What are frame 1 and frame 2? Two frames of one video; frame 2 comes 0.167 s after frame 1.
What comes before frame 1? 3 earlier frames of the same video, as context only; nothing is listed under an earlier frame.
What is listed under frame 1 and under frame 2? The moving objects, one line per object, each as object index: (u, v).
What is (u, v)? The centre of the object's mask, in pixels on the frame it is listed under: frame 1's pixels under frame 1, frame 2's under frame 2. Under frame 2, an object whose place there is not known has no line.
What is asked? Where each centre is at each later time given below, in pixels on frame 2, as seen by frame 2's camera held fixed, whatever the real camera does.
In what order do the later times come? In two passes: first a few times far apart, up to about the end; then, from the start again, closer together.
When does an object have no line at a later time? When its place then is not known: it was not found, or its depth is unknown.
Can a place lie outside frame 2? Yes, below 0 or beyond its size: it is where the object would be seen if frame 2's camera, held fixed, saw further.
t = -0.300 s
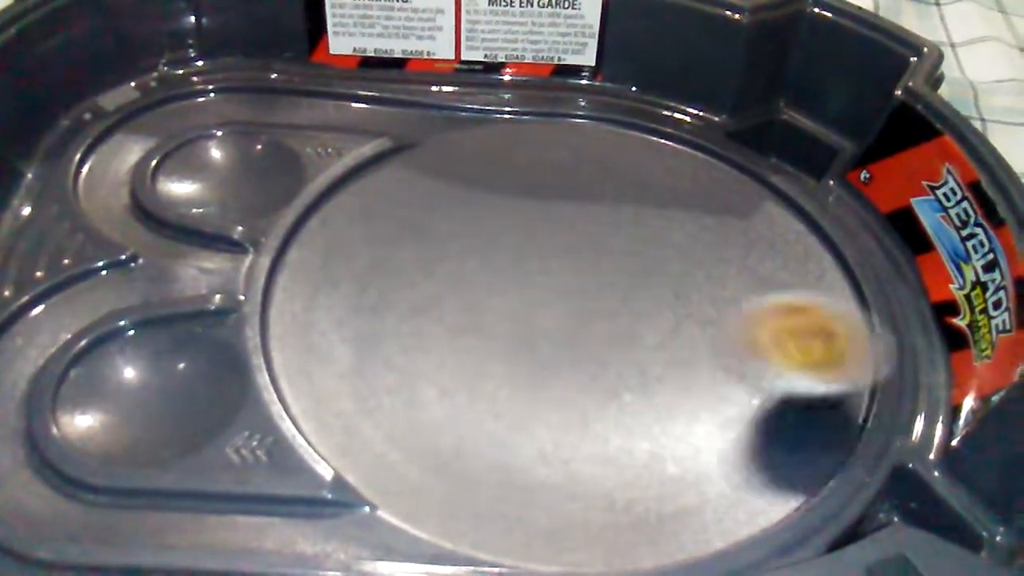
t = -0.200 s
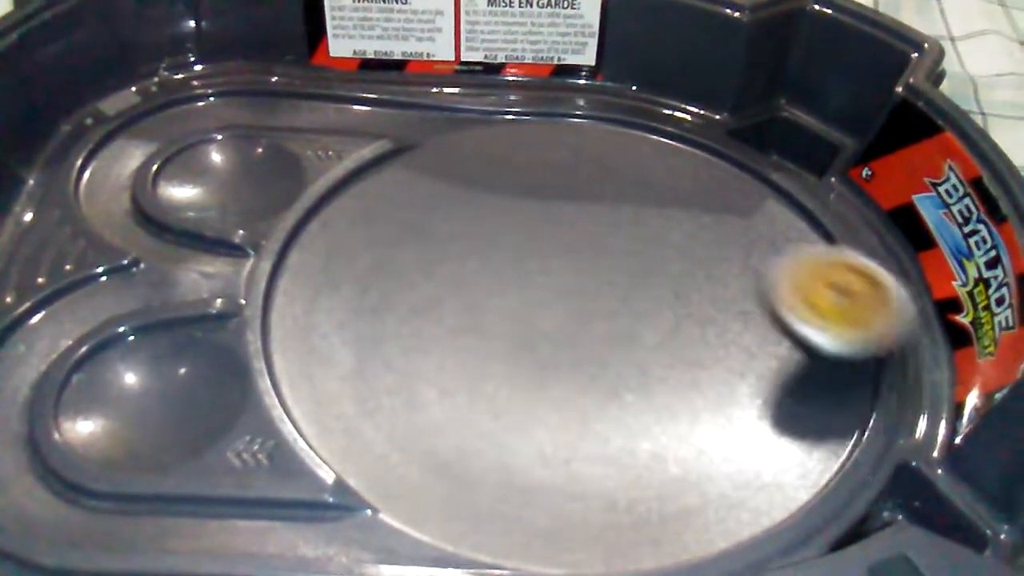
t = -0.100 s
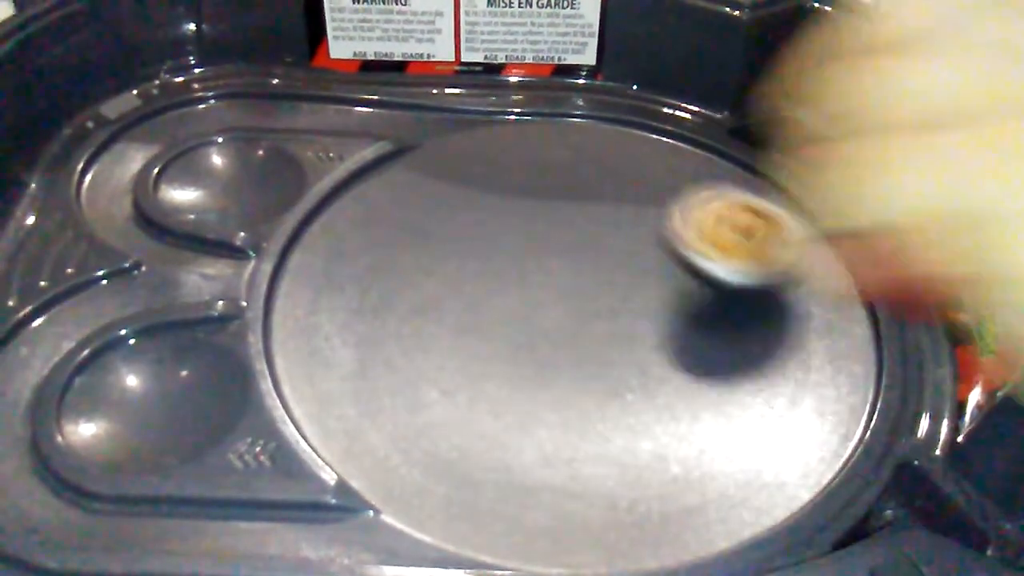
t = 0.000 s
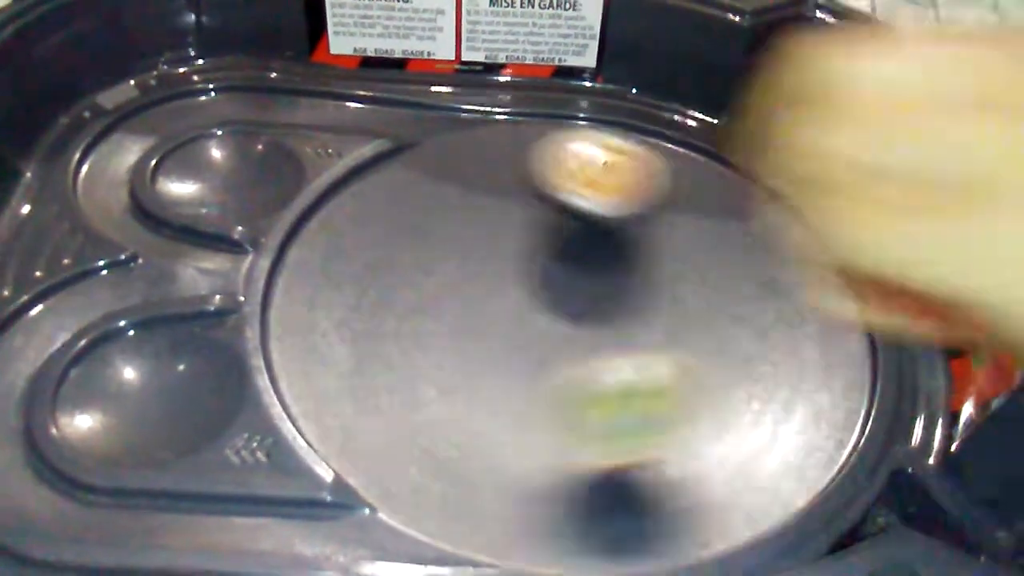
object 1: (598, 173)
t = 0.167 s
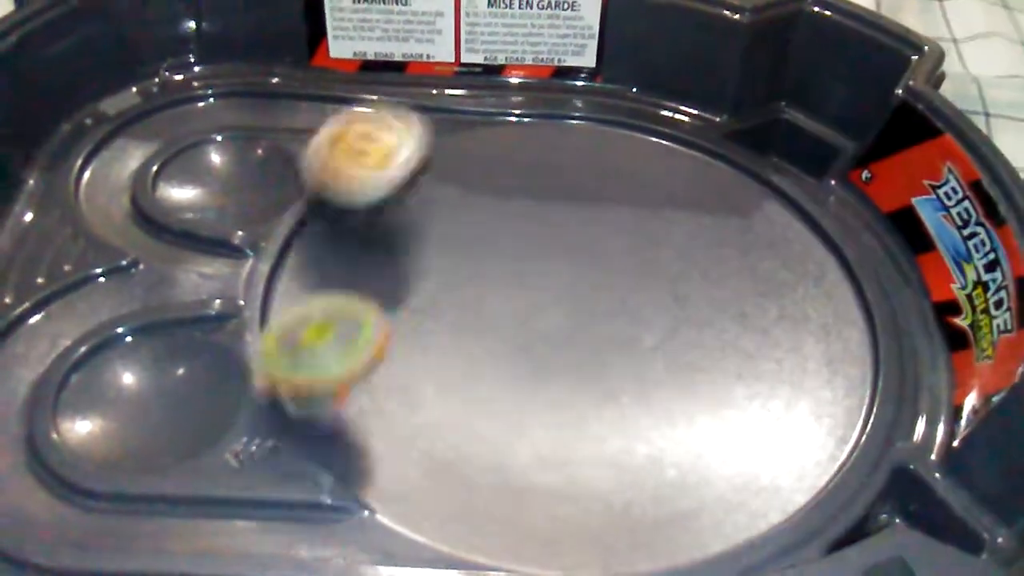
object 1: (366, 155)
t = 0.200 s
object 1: (339, 190)
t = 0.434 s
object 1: (304, 286)
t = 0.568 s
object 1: (461, 371)
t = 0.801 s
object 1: (714, 213)
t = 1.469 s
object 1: (68, 477)
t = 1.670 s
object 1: (506, 488)
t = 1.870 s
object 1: (832, 222)
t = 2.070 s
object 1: (540, 96)
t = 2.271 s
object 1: (218, 76)
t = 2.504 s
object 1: (241, 240)
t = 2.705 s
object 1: (633, 375)
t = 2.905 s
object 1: (830, 278)
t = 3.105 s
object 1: (585, 132)
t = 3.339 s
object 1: (324, 211)
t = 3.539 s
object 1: (478, 511)
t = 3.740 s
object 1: (823, 322)
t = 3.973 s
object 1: (627, 132)
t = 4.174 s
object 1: (344, 192)
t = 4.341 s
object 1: (351, 421)
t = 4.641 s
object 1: (852, 338)
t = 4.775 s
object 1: (778, 206)
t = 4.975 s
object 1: (466, 149)
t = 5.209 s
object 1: (322, 385)
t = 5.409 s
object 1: (697, 492)
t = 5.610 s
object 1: (768, 268)
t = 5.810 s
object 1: (508, 131)
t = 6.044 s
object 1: (293, 311)
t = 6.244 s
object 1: (514, 487)
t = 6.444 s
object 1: (745, 330)
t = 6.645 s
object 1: (596, 144)
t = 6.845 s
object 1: (360, 147)
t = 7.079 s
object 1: (403, 411)
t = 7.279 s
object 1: (743, 419)
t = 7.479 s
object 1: (767, 203)
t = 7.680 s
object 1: (524, 121)
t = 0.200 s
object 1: (339, 190)
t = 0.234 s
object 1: (315, 198)
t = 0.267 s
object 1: (294, 187)
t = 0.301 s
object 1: (277, 191)
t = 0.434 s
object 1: (304, 286)
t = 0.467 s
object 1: (335, 312)
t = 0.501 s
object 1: (368, 335)
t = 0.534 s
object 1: (415, 356)
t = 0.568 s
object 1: (461, 371)
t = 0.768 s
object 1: (705, 262)
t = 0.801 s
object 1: (714, 213)
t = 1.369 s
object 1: (31, 333)
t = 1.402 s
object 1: (30, 391)
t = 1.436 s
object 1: (39, 443)
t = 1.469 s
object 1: (68, 477)
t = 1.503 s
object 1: (111, 487)
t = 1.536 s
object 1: (189, 483)
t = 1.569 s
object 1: (267, 487)
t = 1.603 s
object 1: (355, 493)
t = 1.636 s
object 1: (429, 494)
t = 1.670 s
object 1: (506, 488)
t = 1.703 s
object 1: (592, 471)
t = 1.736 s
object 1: (712, 405)
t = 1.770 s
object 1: (761, 362)
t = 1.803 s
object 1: (802, 316)
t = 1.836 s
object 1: (825, 266)
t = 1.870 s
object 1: (832, 222)
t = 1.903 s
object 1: (805, 187)
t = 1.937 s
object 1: (760, 162)
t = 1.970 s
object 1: (713, 135)
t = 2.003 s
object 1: (666, 108)
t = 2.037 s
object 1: (606, 99)
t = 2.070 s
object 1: (540, 96)
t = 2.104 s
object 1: (478, 97)
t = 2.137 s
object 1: (419, 95)
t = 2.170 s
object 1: (365, 75)
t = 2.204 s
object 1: (318, 70)
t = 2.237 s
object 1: (271, 77)
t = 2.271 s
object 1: (218, 76)
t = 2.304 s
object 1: (162, 82)
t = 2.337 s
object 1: (117, 108)
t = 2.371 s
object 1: (94, 138)
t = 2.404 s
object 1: (96, 168)
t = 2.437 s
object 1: (131, 195)
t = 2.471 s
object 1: (179, 215)
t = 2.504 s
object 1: (241, 240)
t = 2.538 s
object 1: (301, 270)
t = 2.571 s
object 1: (361, 308)
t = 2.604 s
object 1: (432, 337)
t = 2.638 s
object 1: (495, 358)
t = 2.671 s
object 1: (566, 371)
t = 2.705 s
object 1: (633, 375)
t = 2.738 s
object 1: (702, 371)
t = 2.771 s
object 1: (759, 363)
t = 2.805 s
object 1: (827, 342)
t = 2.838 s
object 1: (864, 323)
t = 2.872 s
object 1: (865, 302)
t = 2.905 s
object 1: (830, 278)
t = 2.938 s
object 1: (796, 251)
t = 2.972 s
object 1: (756, 227)
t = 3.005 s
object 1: (718, 201)
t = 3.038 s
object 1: (676, 175)
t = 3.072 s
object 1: (634, 151)
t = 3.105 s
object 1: (585, 132)
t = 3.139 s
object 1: (537, 120)
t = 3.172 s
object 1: (488, 114)
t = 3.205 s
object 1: (441, 113)
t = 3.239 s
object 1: (400, 116)
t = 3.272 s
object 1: (369, 133)
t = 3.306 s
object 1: (341, 166)
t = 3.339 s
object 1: (324, 211)
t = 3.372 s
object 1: (317, 259)
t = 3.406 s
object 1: (319, 315)
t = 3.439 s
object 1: (338, 372)
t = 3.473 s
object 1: (373, 429)
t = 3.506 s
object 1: (424, 482)
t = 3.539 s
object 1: (478, 511)
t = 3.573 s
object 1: (550, 493)
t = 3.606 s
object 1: (613, 466)
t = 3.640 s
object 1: (676, 434)
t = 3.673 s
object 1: (732, 399)
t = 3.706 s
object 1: (784, 364)
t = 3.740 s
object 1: (823, 322)
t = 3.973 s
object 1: (627, 132)
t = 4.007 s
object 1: (579, 127)
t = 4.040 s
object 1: (528, 128)
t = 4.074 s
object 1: (478, 134)
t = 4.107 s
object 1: (431, 148)
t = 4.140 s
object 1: (387, 167)
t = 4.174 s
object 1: (344, 192)
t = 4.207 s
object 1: (306, 224)
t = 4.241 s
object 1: (280, 260)
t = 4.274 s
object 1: (285, 310)
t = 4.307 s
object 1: (302, 365)
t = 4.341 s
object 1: (351, 421)
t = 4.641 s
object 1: (852, 338)
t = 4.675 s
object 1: (850, 302)
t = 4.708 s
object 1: (837, 268)
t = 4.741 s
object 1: (810, 235)
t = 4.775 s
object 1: (778, 206)
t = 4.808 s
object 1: (736, 185)
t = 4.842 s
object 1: (690, 168)
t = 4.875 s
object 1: (635, 155)
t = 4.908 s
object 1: (579, 147)
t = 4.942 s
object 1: (523, 145)
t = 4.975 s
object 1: (466, 149)
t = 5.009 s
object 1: (413, 160)
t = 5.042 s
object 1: (356, 176)
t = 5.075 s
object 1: (311, 197)
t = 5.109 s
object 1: (293, 238)
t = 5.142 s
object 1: (286, 286)
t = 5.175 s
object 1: (291, 335)
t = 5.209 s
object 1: (322, 385)
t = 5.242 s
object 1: (374, 436)
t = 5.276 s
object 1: (432, 472)
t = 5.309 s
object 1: (497, 500)
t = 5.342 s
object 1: (566, 508)
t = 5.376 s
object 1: (630, 504)
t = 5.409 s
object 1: (697, 492)
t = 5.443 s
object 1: (743, 464)
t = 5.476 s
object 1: (778, 430)
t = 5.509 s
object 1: (798, 389)
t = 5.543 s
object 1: (801, 349)
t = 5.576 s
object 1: (790, 306)
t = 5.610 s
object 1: (768, 268)
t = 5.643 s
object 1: (739, 235)
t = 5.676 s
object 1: (698, 203)
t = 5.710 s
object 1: (657, 178)
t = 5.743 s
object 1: (610, 158)
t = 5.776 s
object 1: (561, 142)
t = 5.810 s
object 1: (508, 131)
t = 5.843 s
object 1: (456, 126)
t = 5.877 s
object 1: (404, 126)
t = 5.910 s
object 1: (369, 157)
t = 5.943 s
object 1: (342, 189)
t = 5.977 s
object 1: (312, 229)
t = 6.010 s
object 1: (289, 261)
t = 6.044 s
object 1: (293, 311)
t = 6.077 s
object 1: (306, 356)
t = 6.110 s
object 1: (328, 395)
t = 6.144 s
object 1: (364, 427)
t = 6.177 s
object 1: (412, 458)
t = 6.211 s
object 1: (459, 478)
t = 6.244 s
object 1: (514, 487)
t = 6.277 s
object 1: (574, 485)
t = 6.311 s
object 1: (628, 471)
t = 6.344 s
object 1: (674, 446)
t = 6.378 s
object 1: (709, 413)
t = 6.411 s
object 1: (737, 372)
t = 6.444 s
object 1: (745, 330)
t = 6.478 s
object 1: (739, 290)
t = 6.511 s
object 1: (724, 252)
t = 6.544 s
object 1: (700, 220)
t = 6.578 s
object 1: (671, 191)
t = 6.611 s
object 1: (637, 163)
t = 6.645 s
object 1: (596, 144)
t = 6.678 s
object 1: (553, 124)
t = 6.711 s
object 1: (507, 115)
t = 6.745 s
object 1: (461, 111)
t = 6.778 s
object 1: (420, 110)
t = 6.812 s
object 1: (388, 119)
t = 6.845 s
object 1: (360, 147)
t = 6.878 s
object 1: (341, 184)
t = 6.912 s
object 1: (327, 222)
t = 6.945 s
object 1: (322, 257)
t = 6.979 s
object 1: (323, 295)
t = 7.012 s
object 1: (335, 335)
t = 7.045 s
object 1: (361, 374)
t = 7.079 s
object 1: (403, 411)
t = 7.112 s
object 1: (456, 439)
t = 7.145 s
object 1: (516, 457)
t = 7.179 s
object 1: (582, 465)
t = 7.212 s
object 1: (636, 457)
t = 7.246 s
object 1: (690, 442)
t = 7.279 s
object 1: (743, 419)
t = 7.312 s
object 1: (782, 384)
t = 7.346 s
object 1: (801, 346)
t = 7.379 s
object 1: (809, 306)
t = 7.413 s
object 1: (805, 268)
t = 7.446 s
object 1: (792, 235)
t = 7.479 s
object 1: (767, 203)
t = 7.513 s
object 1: (737, 176)
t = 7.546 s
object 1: (699, 154)
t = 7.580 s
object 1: (660, 137)
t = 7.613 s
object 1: (615, 126)
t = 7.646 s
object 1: (569, 121)
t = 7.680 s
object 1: (524, 121)
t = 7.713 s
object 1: (478, 127)
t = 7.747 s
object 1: (435, 139)
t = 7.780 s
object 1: (398, 158)
